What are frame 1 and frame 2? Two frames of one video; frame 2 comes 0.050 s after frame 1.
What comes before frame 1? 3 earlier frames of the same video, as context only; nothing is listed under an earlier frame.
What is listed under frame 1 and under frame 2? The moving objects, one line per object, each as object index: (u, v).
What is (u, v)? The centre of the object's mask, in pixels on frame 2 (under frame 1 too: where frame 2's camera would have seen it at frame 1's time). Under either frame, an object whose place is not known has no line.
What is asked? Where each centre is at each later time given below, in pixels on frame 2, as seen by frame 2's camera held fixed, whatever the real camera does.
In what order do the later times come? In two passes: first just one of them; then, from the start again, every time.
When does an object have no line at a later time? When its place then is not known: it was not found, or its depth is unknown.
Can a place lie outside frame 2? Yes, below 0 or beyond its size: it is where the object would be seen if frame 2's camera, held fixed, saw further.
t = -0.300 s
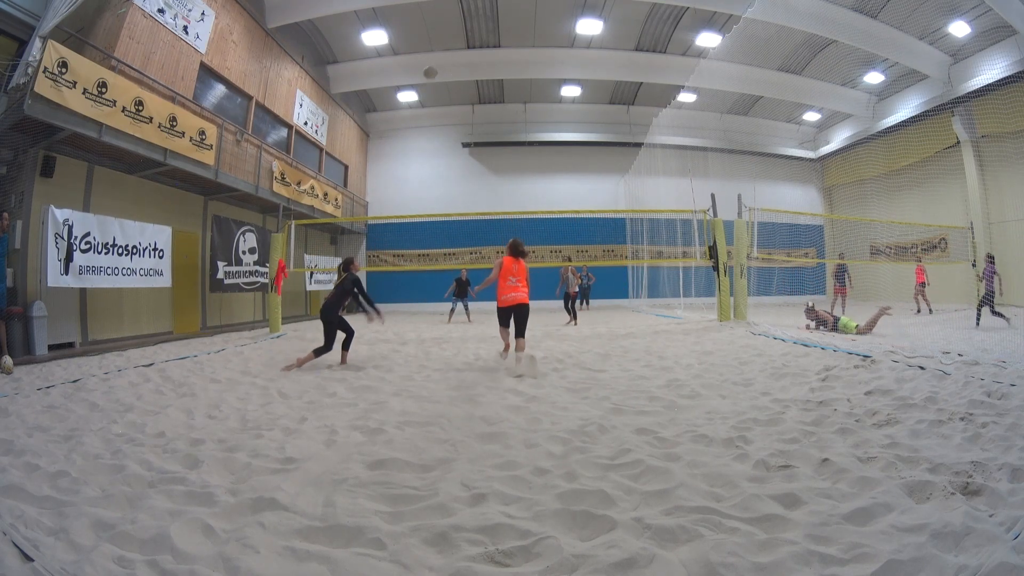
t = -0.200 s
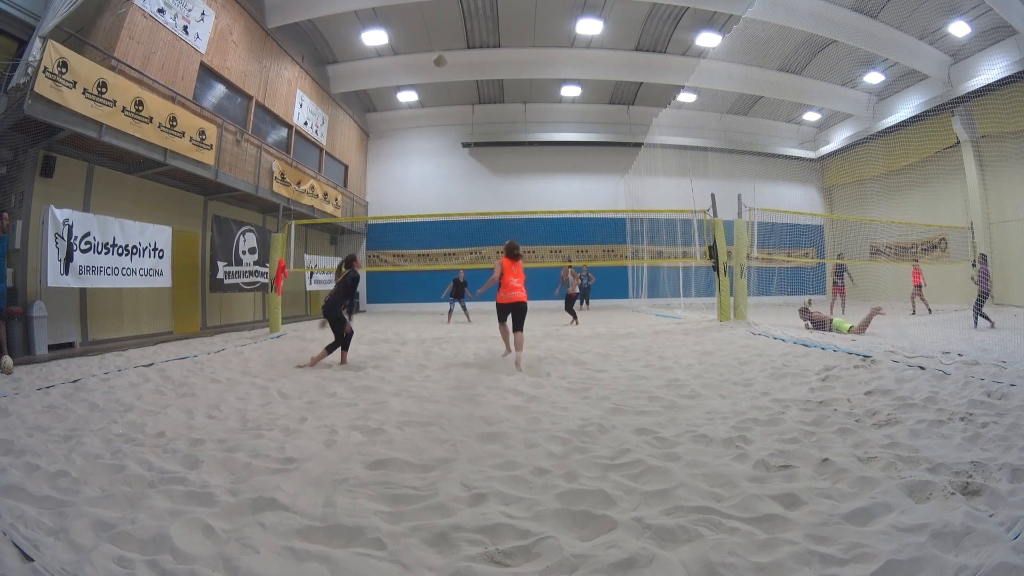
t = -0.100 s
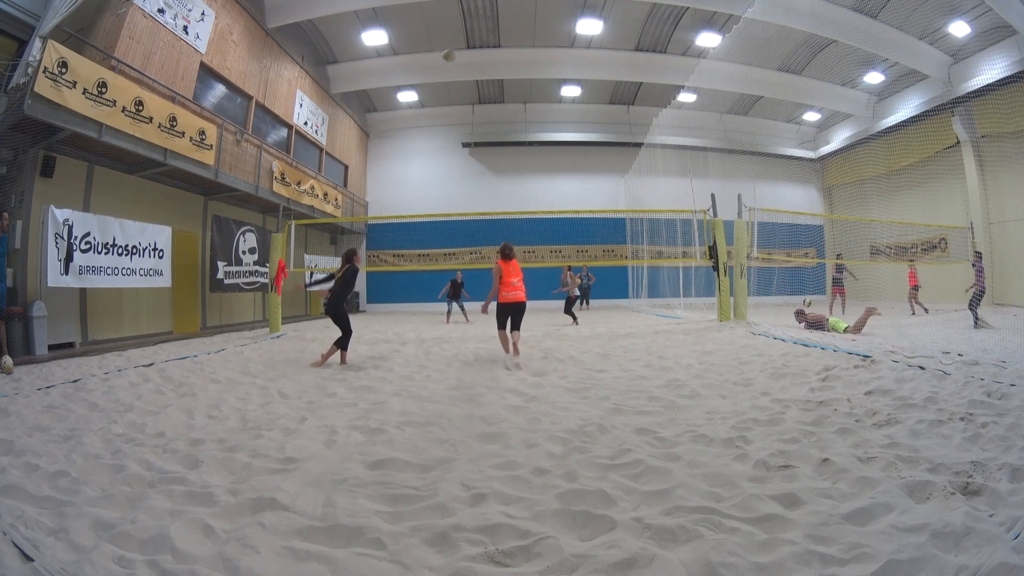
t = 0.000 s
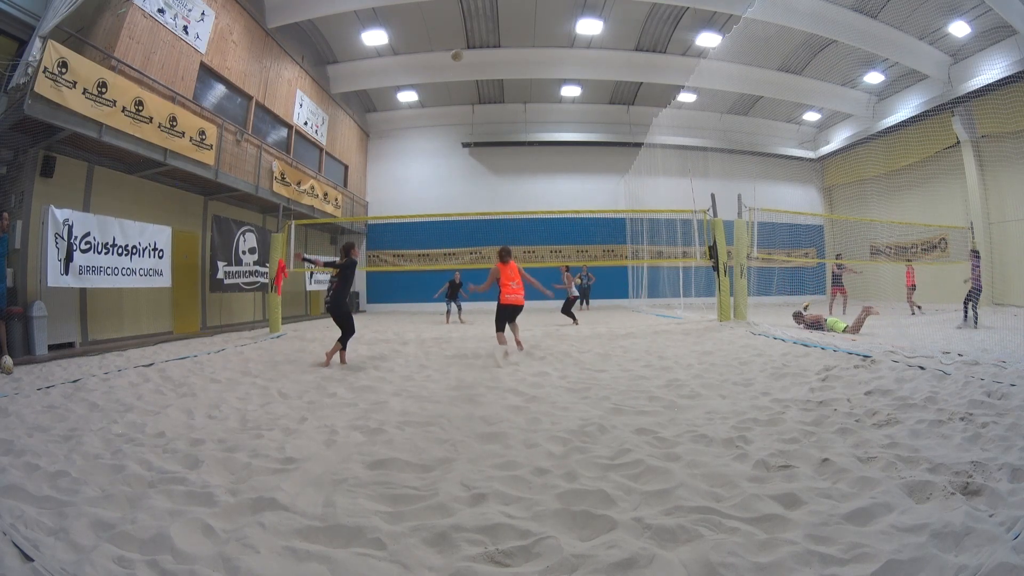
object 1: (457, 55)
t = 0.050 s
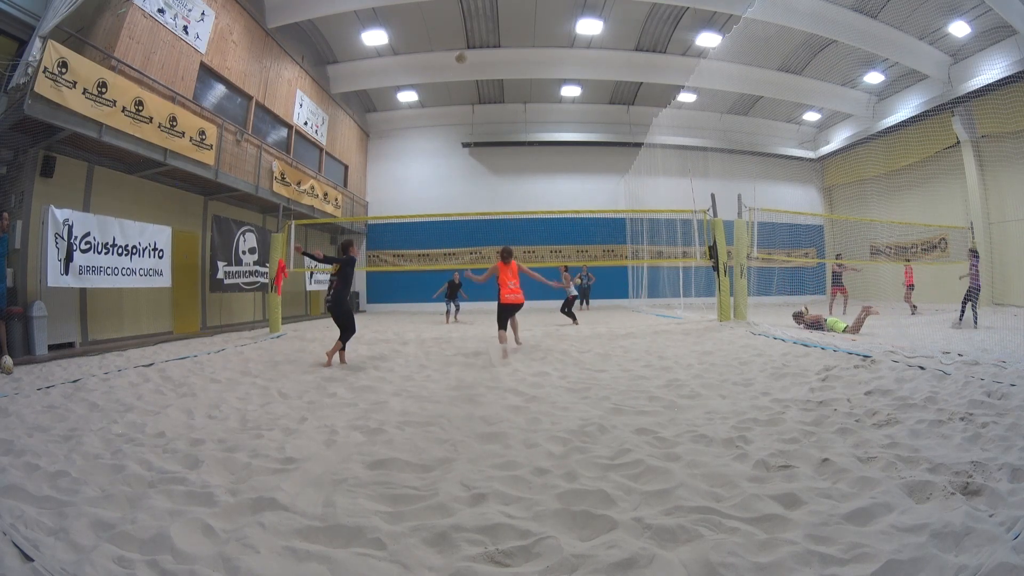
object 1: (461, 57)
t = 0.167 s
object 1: (470, 67)
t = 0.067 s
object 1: (462, 58)
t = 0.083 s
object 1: (463, 60)
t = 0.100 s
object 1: (464, 61)
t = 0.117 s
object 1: (466, 63)
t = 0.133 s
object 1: (467, 64)
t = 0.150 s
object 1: (468, 65)
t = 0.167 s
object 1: (470, 67)
